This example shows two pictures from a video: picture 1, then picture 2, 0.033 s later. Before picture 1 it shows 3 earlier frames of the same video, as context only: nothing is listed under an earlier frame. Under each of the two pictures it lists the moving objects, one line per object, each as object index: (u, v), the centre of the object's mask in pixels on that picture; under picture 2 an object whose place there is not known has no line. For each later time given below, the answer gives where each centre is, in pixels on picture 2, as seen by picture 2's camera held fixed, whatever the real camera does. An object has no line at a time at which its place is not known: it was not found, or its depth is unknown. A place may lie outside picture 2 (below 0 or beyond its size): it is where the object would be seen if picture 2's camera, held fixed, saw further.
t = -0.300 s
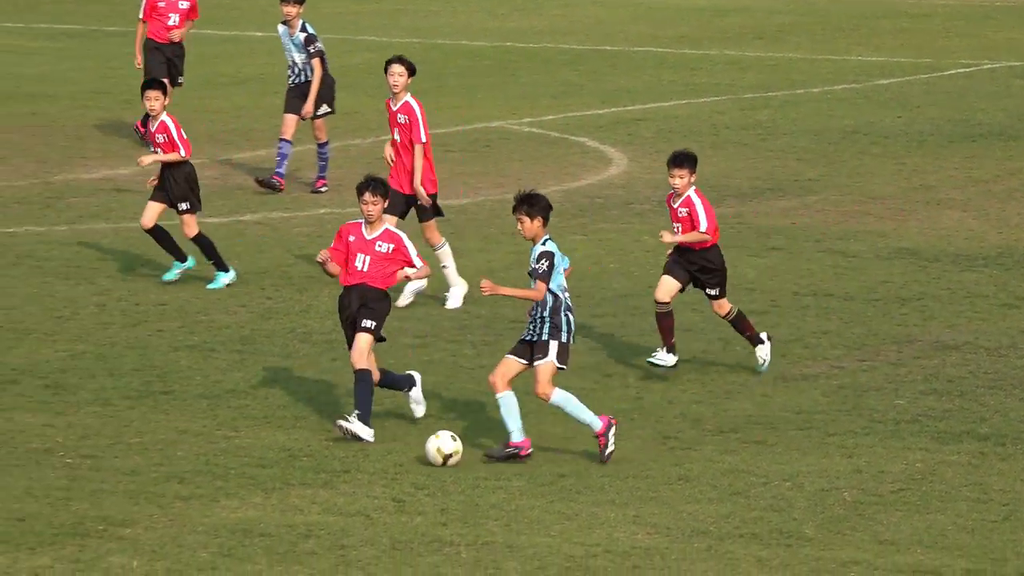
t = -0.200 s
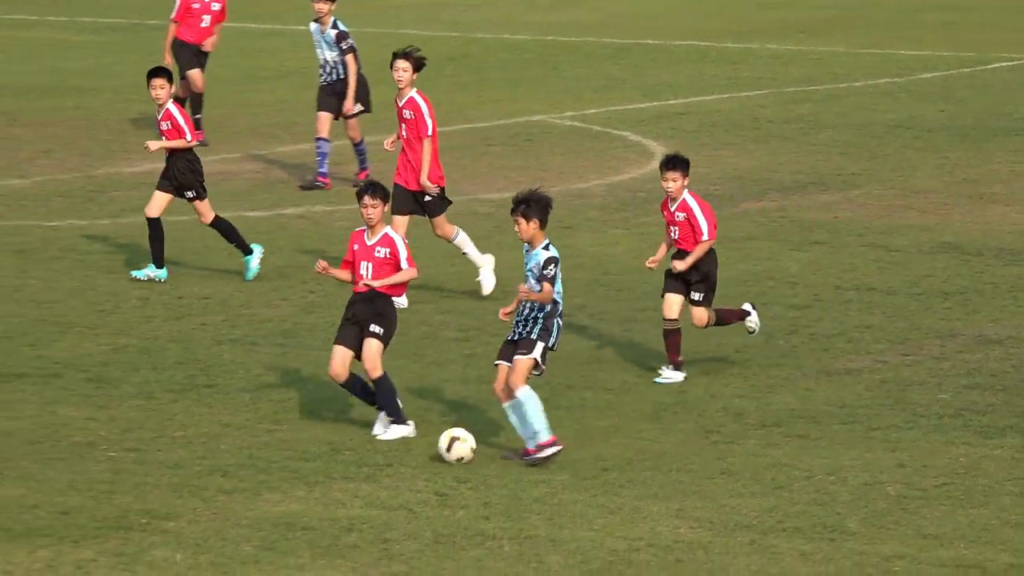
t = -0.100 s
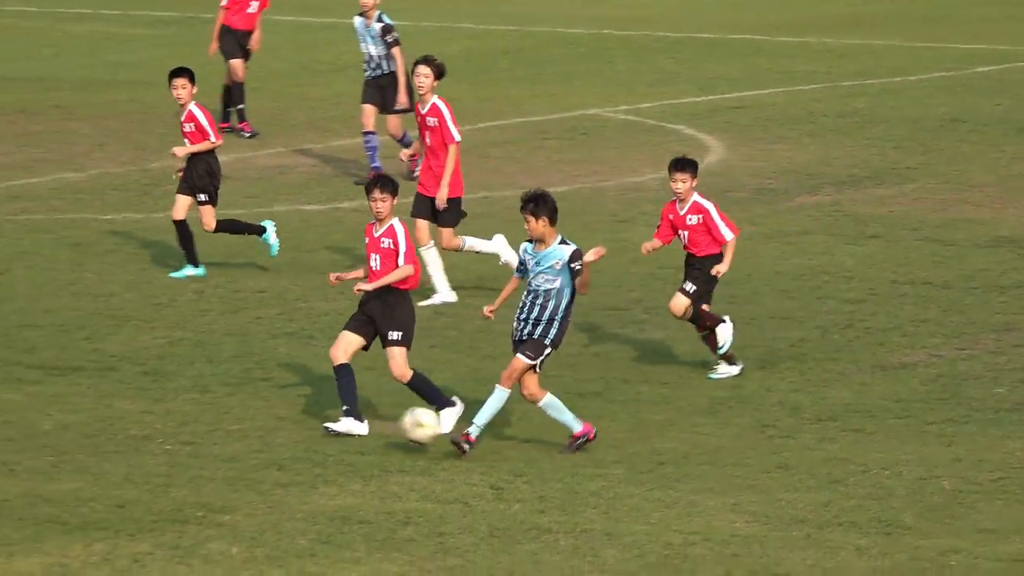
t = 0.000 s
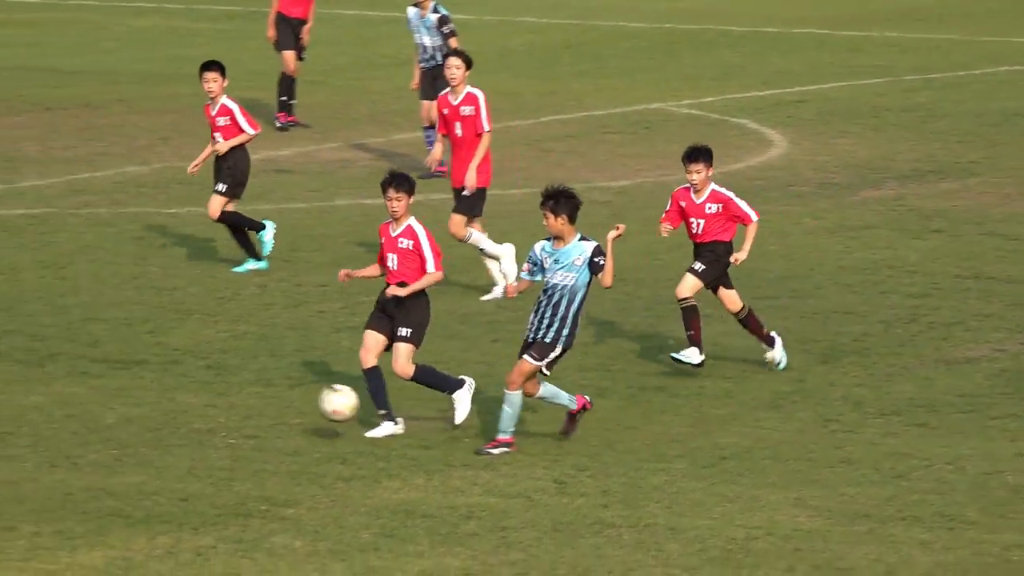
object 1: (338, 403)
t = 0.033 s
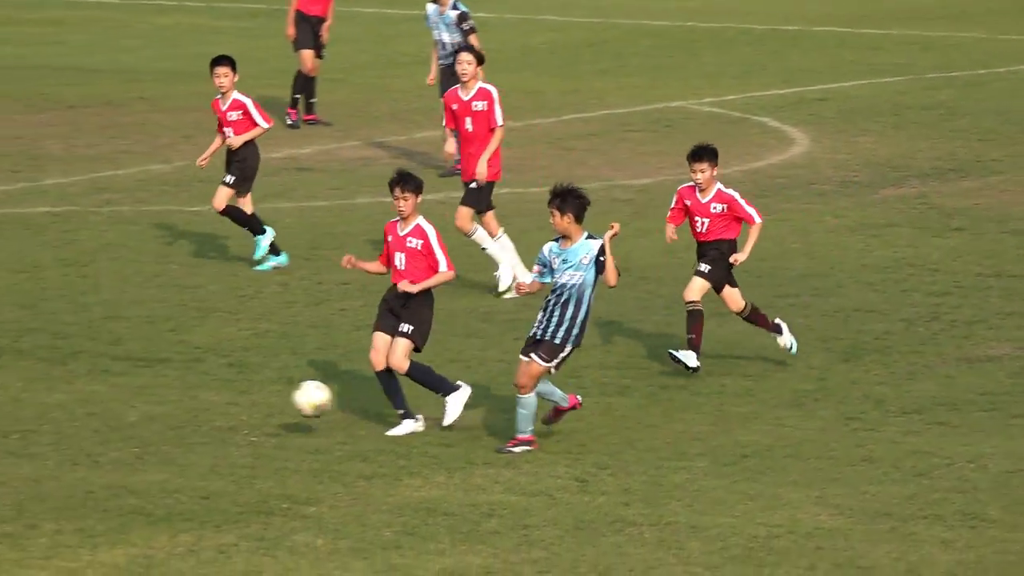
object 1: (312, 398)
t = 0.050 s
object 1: (289, 398)
